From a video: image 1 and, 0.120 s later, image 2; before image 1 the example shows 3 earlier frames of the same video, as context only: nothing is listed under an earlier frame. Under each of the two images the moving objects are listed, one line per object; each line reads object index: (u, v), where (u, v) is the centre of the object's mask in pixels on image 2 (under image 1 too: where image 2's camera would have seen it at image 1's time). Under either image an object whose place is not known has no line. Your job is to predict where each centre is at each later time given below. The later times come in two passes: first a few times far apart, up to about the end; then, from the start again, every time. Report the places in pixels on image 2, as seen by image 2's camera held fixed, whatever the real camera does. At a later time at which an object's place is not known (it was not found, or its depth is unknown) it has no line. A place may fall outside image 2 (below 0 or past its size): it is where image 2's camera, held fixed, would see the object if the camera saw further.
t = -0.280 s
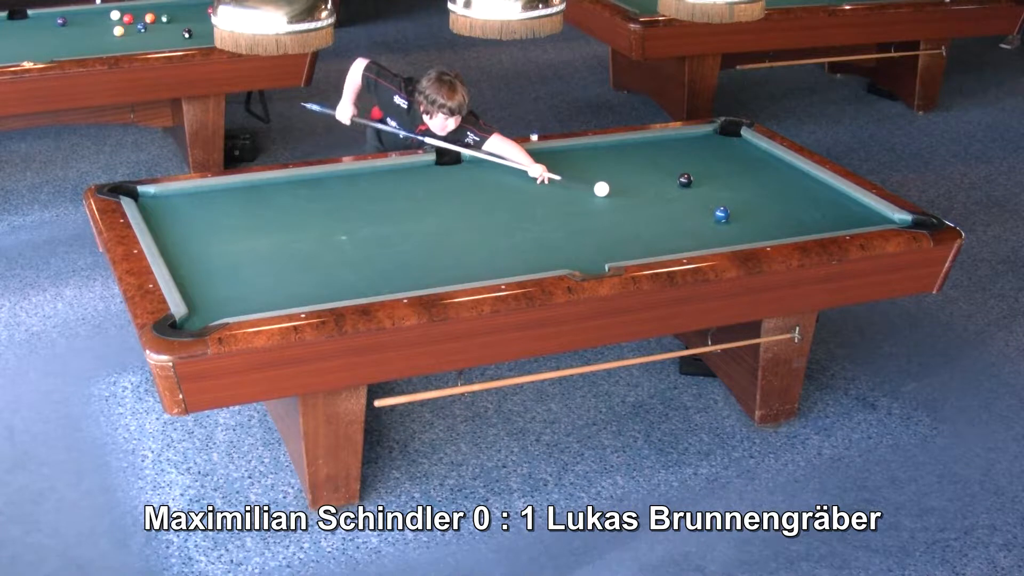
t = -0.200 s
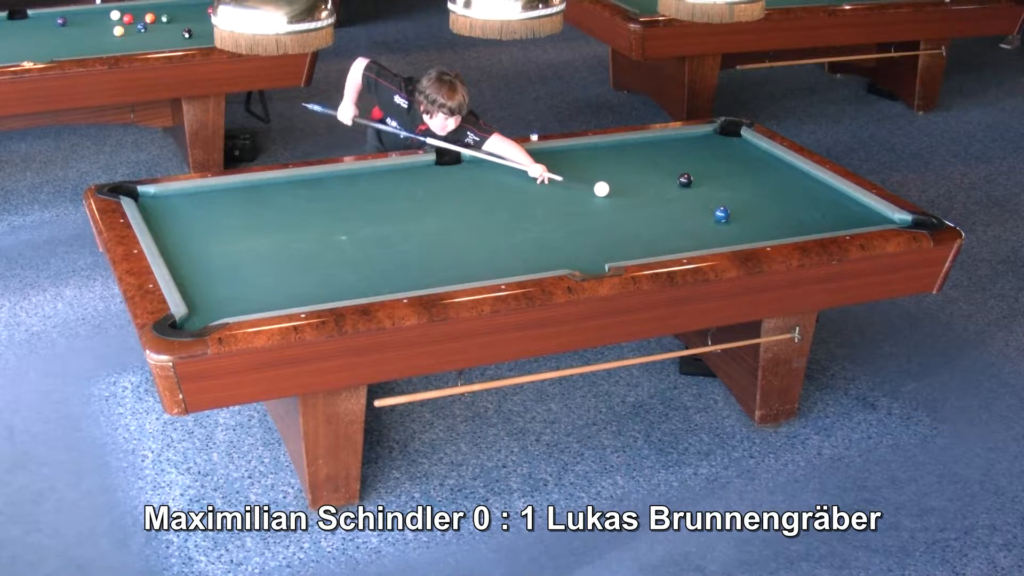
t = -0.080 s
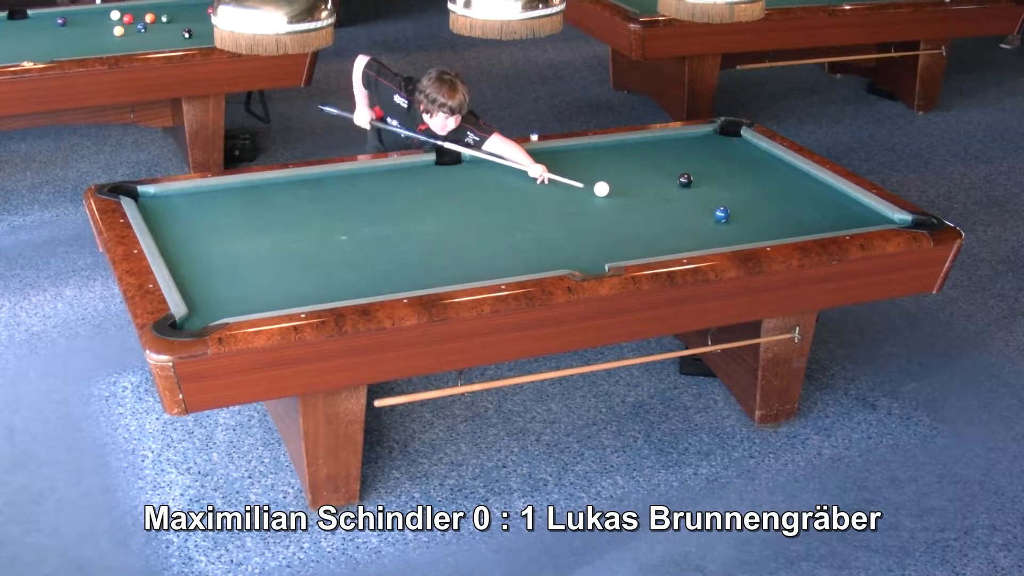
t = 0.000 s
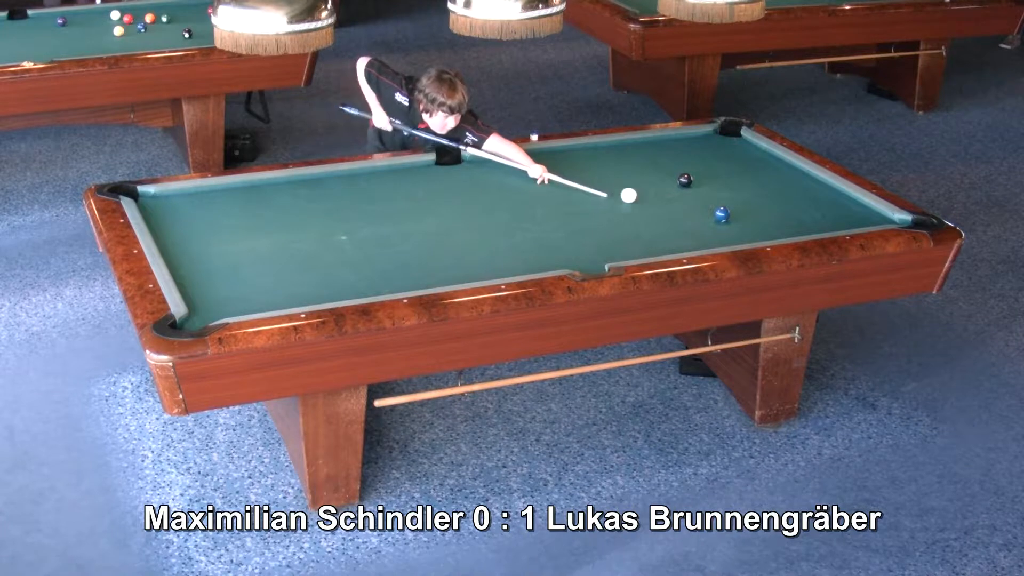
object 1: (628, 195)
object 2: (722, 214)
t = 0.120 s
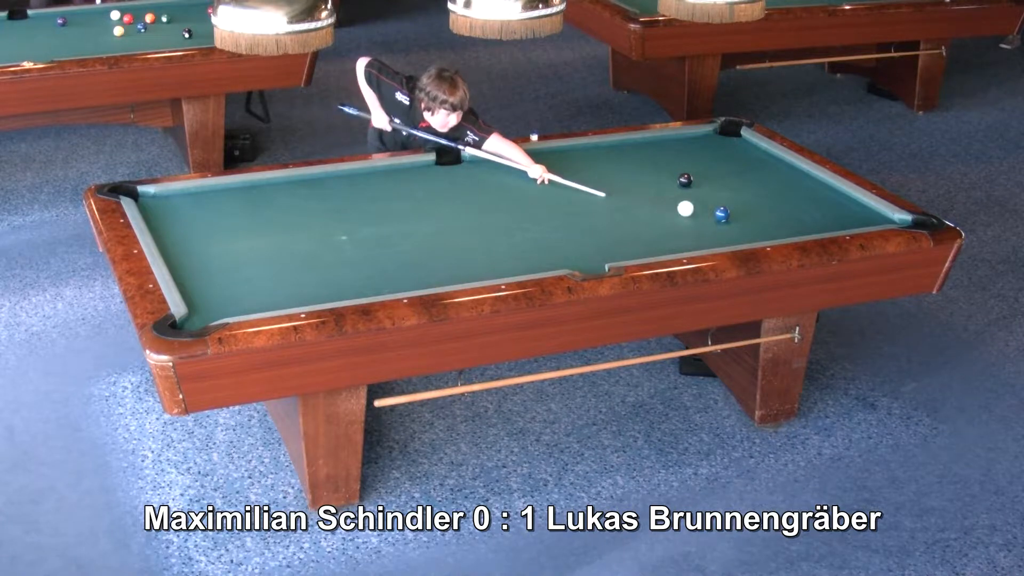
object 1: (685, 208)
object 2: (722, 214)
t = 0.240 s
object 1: (706, 217)
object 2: (749, 216)
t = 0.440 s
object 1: (706, 226)
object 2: (807, 221)
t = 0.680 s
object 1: (705, 237)
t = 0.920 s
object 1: (704, 245)
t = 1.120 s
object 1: (694, 246)
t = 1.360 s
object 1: (678, 245)
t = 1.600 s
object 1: (664, 242)
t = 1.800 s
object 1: (653, 240)
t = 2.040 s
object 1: (642, 238)
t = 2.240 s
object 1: (633, 237)
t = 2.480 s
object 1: (624, 235)
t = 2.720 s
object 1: (617, 234)
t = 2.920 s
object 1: (611, 234)
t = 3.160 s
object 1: (606, 233)
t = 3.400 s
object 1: (602, 232)
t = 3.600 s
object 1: (600, 232)
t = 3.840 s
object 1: (599, 232)
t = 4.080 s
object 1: (599, 232)
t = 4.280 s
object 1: (599, 232)
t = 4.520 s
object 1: (599, 232)
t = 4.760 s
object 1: (600, 232)
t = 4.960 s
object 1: (600, 232)
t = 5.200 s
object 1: (600, 232)
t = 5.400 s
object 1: (600, 232)
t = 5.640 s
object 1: (600, 232)
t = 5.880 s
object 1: (600, 232)
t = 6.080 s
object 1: (600, 232)
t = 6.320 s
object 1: (600, 232)
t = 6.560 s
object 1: (600, 232)
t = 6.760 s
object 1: (600, 232)
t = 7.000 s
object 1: (600, 232)
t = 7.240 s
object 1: (600, 232)
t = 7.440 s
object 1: (600, 232)
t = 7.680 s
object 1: (600, 232)
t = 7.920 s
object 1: (600, 232)
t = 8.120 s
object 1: (600, 232)
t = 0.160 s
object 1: (703, 212)
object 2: (722, 214)
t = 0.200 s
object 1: (706, 215)
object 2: (734, 215)
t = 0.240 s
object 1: (706, 217)
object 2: (749, 216)
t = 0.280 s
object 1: (706, 219)
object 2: (761, 217)
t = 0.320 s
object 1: (706, 221)
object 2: (773, 218)
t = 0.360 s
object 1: (706, 223)
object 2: (785, 220)
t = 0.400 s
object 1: (706, 224)
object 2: (796, 220)
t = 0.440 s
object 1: (706, 226)
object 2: (807, 221)
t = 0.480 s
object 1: (706, 228)
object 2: (818, 221)
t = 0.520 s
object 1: (705, 230)
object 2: (829, 222)
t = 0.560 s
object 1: (705, 231)
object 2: (840, 222)
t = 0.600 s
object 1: (705, 233)
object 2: (852, 222)
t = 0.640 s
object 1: (705, 235)
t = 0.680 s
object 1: (705, 237)
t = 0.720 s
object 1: (705, 238)
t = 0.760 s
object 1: (705, 240)
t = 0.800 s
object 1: (705, 242)
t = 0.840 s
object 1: (704, 243)
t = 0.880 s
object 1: (704, 244)
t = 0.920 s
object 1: (704, 245)
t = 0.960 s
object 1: (704, 246)
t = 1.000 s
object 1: (702, 246)
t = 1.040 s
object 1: (699, 246)
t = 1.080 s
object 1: (696, 246)
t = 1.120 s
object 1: (694, 246)
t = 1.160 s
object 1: (691, 246)
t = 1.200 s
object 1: (688, 246)
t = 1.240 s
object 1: (685, 246)
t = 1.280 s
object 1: (683, 246)
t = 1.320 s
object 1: (680, 245)
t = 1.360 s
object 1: (678, 245)
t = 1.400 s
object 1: (676, 245)
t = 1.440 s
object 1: (673, 244)
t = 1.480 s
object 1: (671, 244)
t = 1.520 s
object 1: (668, 243)
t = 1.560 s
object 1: (666, 243)
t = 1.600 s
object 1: (664, 242)
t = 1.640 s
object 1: (662, 242)
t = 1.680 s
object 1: (660, 242)
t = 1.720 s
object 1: (657, 241)
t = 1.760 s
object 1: (655, 241)
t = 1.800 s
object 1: (653, 240)
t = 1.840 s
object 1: (651, 240)
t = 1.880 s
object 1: (649, 240)
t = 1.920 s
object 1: (648, 239)
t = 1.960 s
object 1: (646, 239)
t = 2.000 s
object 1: (644, 239)
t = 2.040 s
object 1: (642, 238)
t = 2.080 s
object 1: (640, 238)
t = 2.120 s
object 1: (638, 238)
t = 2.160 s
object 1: (637, 238)
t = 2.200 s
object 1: (635, 237)
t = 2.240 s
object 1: (633, 237)
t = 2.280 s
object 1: (632, 237)
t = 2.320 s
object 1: (630, 236)
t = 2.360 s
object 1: (629, 236)
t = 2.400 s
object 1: (627, 236)
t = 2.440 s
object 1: (626, 236)
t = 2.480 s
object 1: (624, 235)
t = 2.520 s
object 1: (623, 235)
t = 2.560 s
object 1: (622, 235)
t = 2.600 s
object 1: (620, 235)
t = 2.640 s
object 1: (619, 235)
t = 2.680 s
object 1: (618, 234)
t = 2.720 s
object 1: (617, 234)
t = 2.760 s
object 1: (616, 234)
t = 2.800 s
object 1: (614, 234)
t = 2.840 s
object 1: (613, 234)
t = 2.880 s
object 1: (612, 234)
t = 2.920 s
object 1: (611, 234)
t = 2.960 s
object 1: (610, 234)
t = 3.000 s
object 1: (610, 233)
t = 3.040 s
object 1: (609, 233)
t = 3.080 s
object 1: (608, 233)
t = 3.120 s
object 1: (607, 233)
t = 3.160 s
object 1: (606, 233)
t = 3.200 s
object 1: (605, 233)
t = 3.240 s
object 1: (605, 233)
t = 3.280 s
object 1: (604, 233)
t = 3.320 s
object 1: (603, 233)
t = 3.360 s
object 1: (603, 232)
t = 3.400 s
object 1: (602, 232)
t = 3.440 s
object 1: (602, 232)
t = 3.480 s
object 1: (601, 232)
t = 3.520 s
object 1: (601, 232)
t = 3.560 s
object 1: (601, 232)
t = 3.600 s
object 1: (600, 232)
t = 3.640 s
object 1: (600, 232)
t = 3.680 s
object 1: (600, 232)
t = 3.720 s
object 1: (599, 232)
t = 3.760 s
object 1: (599, 232)
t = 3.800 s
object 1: (599, 232)
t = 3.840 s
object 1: (599, 232)
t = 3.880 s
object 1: (599, 232)
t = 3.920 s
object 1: (599, 232)
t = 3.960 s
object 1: (599, 232)
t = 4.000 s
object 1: (599, 232)
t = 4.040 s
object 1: (599, 232)
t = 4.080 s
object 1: (599, 232)
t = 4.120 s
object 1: (599, 232)
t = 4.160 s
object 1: (599, 232)
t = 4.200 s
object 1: (599, 232)
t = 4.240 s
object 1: (599, 232)
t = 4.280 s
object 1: (599, 232)
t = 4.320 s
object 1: (599, 232)
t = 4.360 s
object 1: (599, 232)
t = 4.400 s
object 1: (599, 232)
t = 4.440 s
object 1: (599, 232)
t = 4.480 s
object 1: (599, 232)
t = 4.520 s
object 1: (599, 232)
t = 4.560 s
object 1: (599, 232)
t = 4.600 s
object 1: (600, 232)
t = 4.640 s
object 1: (600, 232)
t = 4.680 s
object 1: (600, 232)
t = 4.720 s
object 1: (600, 232)
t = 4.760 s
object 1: (600, 232)
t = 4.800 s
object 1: (600, 232)
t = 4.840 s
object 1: (600, 232)
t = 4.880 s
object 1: (600, 232)
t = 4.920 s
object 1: (600, 232)
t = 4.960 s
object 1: (600, 232)
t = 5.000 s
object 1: (600, 232)
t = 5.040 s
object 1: (600, 232)
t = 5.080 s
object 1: (600, 232)
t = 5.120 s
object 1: (600, 232)
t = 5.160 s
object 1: (600, 232)
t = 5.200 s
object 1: (600, 232)
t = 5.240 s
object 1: (600, 232)
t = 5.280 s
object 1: (600, 232)
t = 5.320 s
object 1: (600, 232)
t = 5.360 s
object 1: (600, 232)
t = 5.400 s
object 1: (600, 232)
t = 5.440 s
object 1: (600, 232)
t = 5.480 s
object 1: (600, 232)
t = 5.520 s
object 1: (600, 232)
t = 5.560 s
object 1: (600, 232)
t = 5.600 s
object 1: (600, 232)
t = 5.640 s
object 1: (600, 232)
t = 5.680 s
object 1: (600, 232)
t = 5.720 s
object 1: (600, 232)
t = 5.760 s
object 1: (600, 232)
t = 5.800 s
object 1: (600, 232)
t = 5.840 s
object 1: (600, 232)
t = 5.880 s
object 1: (600, 232)
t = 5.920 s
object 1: (600, 232)
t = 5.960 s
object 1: (600, 232)
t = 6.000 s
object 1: (600, 232)
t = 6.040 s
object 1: (600, 232)
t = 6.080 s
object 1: (600, 232)
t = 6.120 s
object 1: (600, 232)
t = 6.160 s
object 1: (600, 232)
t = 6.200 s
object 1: (600, 232)
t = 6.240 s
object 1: (600, 232)
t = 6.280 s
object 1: (600, 232)
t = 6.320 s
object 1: (600, 232)
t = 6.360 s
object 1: (600, 232)
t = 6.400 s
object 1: (600, 232)
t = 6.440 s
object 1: (600, 232)
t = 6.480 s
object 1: (600, 232)
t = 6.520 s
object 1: (600, 232)
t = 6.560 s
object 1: (600, 232)
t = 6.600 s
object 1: (600, 232)
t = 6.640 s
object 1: (600, 232)
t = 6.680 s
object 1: (600, 232)
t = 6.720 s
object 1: (600, 232)
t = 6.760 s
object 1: (600, 232)
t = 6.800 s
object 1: (600, 232)
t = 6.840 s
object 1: (600, 232)
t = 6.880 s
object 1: (600, 232)
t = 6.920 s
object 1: (600, 232)
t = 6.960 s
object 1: (600, 232)
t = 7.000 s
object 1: (600, 232)
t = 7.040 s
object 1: (600, 232)
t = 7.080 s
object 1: (600, 232)
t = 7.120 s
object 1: (600, 232)
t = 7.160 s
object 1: (600, 232)
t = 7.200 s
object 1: (600, 232)
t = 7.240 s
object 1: (600, 232)
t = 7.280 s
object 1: (600, 232)
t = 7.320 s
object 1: (600, 232)
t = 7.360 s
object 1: (600, 232)
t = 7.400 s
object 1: (600, 232)
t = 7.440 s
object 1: (600, 232)
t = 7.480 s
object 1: (600, 232)
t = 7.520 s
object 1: (600, 232)
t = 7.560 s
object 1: (600, 232)
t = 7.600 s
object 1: (600, 232)
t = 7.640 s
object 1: (600, 232)
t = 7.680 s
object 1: (600, 232)
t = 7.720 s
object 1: (600, 232)
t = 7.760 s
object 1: (600, 232)
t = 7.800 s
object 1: (600, 232)
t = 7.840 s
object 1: (600, 232)
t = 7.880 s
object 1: (600, 232)
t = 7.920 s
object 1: (600, 232)
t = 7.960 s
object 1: (600, 232)
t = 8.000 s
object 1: (600, 232)
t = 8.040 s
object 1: (600, 232)
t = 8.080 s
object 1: (600, 232)
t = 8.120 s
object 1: (600, 232)
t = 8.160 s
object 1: (600, 232)
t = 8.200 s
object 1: (600, 232)
